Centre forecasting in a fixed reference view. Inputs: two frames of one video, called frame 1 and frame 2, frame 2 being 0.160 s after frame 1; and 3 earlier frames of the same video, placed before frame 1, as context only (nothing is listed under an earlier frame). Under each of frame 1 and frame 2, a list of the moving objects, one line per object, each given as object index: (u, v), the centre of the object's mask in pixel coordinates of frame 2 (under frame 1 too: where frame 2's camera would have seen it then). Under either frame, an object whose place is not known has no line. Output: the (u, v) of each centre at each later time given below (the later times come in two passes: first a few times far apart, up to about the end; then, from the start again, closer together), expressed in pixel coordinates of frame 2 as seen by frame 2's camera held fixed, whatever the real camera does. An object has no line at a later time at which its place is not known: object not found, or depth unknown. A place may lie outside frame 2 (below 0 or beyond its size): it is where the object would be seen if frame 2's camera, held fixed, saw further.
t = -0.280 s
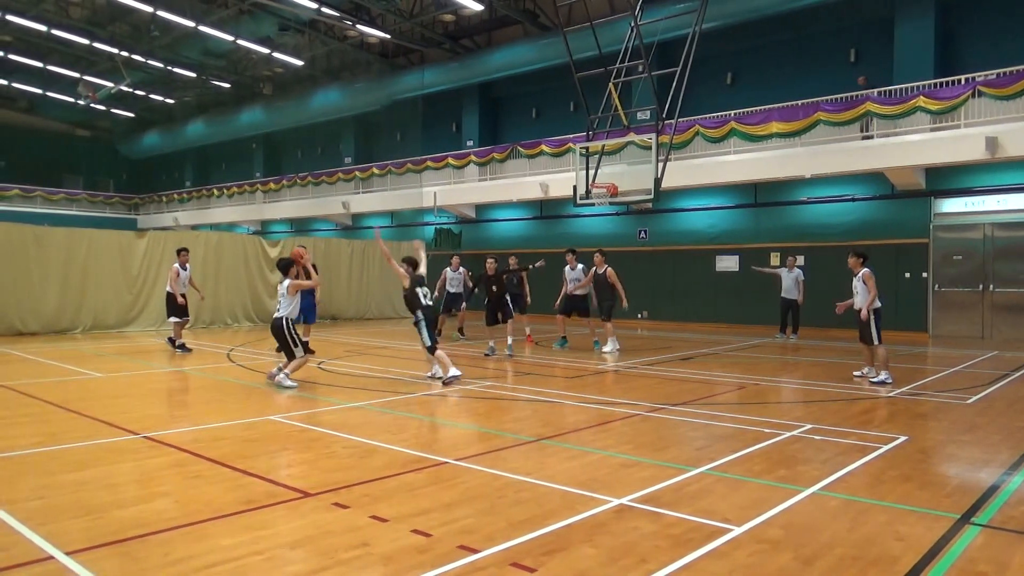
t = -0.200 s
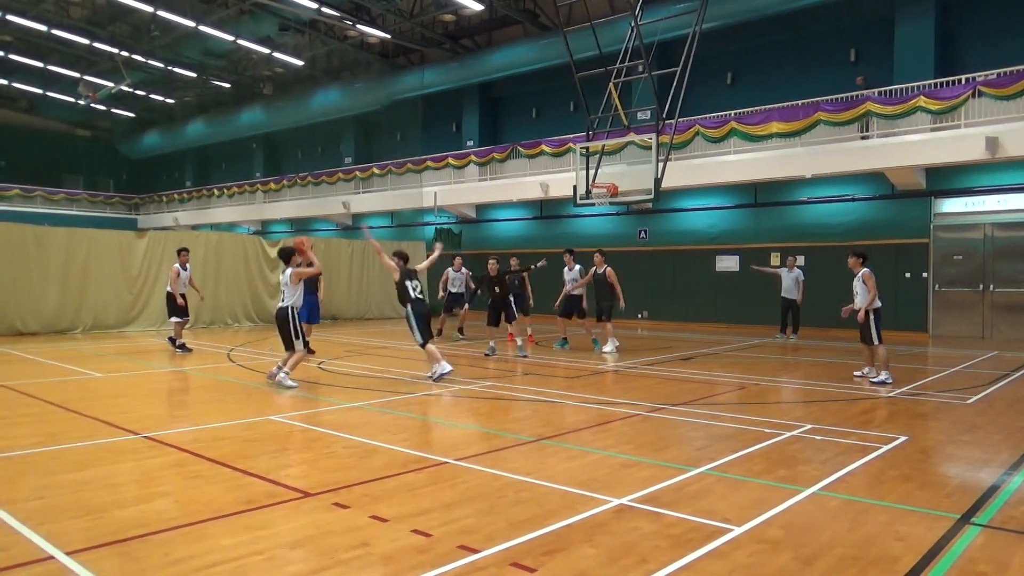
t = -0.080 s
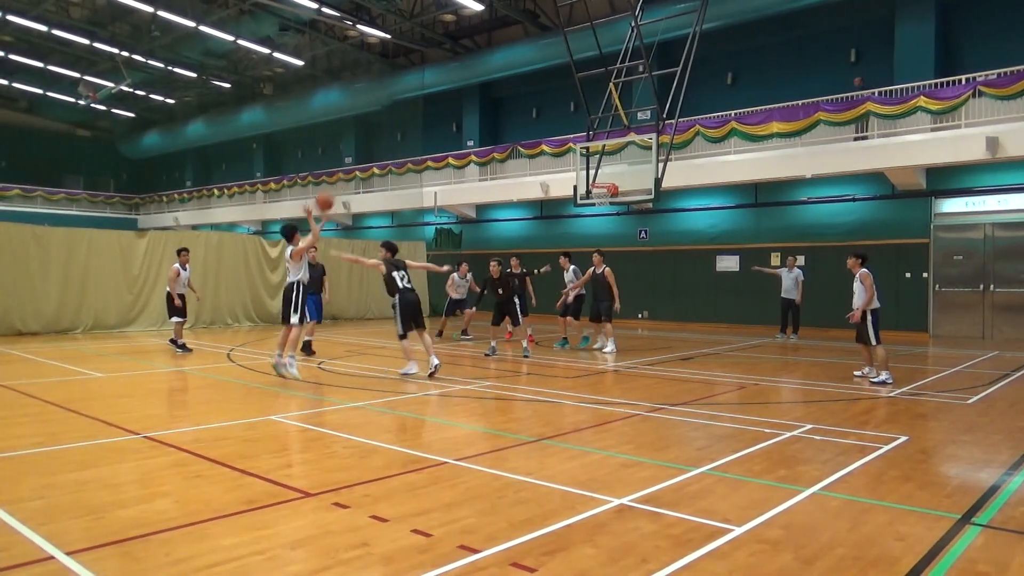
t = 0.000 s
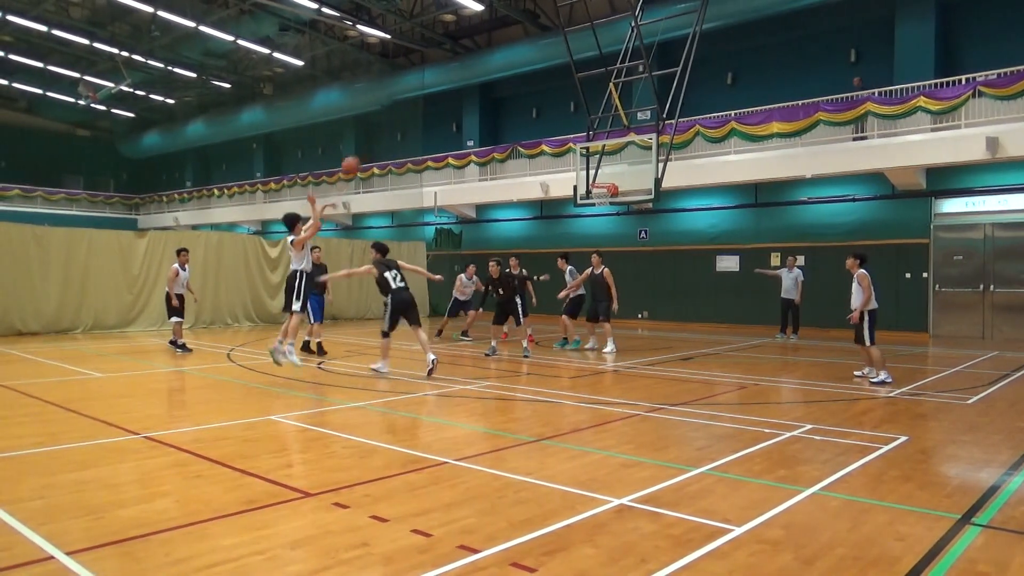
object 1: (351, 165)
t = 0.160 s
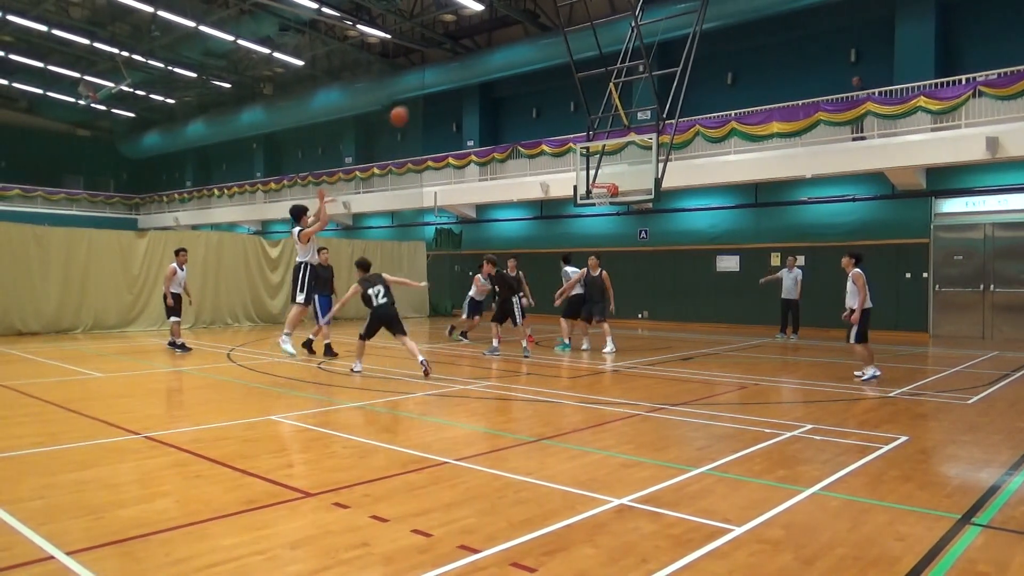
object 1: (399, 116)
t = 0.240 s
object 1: (421, 99)
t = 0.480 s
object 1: (478, 76)
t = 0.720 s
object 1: (525, 89)
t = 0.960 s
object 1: (566, 129)
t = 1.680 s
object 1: (658, 153)
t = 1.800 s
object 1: (669, 165)
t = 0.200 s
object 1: (410, 107)
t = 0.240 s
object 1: (421, 99)
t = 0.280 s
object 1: (430, 92)
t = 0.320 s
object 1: (440, 87)
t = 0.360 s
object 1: (451, 82)
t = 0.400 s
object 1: (460, 80)
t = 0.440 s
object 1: (469, 77)
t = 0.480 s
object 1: (478, 76)
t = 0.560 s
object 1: (495, 77)
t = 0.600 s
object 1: (503, 78)
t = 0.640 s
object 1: (510, 81)
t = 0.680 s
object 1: (518, 85)
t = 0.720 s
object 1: (525, 89)
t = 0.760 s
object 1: (532, 94)
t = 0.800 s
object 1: (540, 100)
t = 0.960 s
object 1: (566, 129)
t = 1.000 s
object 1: (572, 138)
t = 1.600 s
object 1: (651, 149)
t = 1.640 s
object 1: (655, 151)
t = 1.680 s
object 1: (658, 153)
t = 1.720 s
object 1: (662, 156)
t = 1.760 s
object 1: (665, 160)
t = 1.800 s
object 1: (669, 165)
